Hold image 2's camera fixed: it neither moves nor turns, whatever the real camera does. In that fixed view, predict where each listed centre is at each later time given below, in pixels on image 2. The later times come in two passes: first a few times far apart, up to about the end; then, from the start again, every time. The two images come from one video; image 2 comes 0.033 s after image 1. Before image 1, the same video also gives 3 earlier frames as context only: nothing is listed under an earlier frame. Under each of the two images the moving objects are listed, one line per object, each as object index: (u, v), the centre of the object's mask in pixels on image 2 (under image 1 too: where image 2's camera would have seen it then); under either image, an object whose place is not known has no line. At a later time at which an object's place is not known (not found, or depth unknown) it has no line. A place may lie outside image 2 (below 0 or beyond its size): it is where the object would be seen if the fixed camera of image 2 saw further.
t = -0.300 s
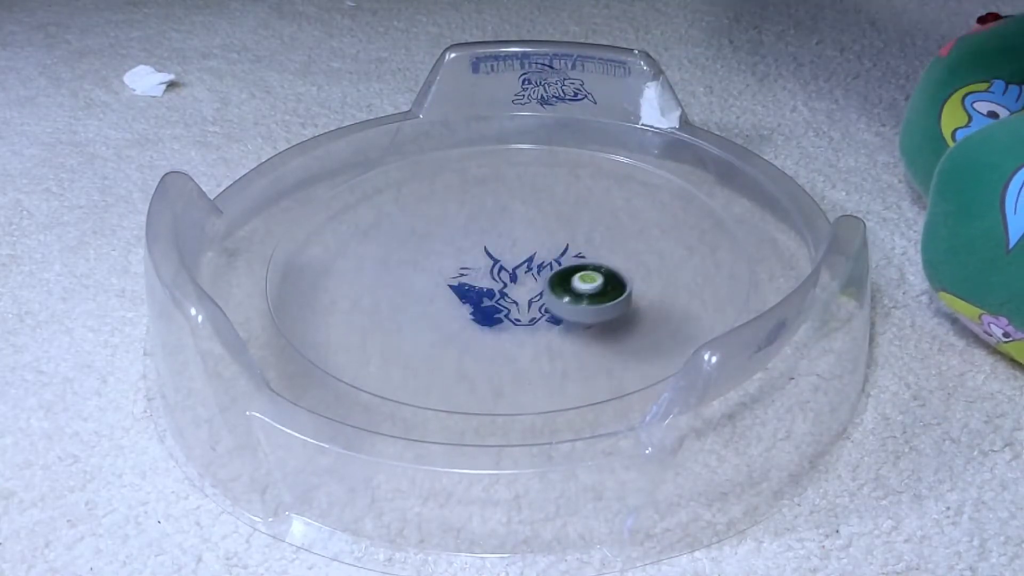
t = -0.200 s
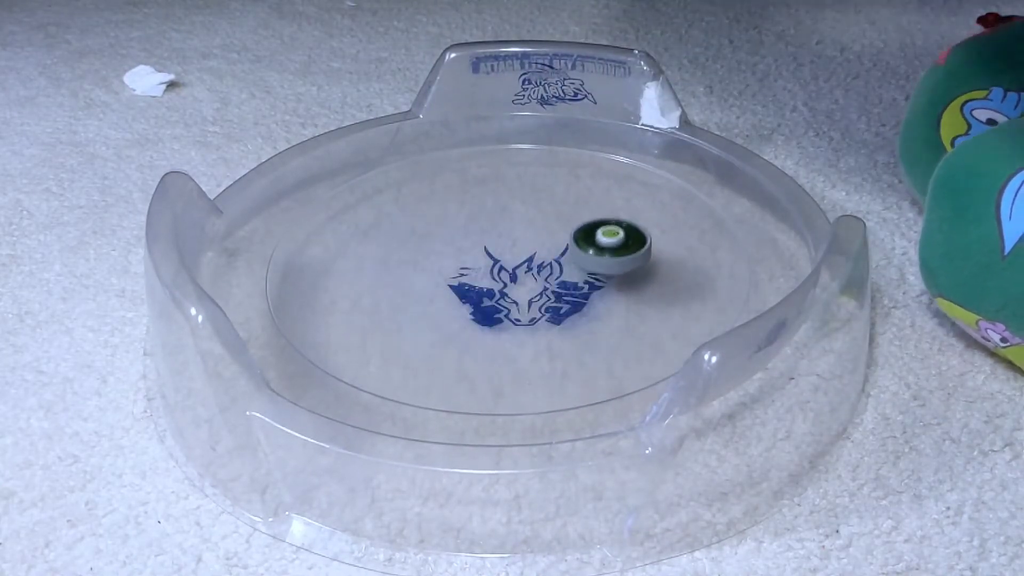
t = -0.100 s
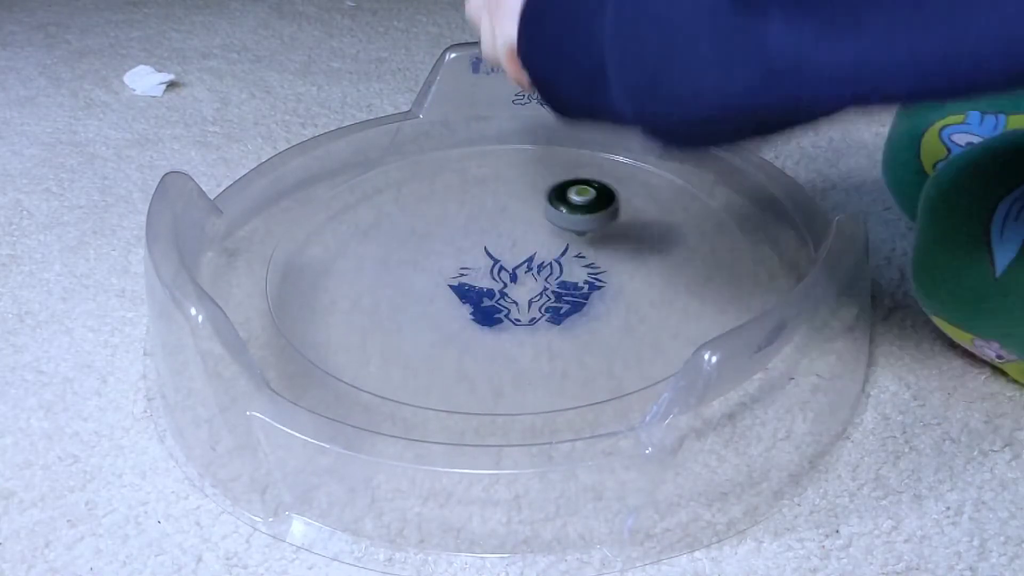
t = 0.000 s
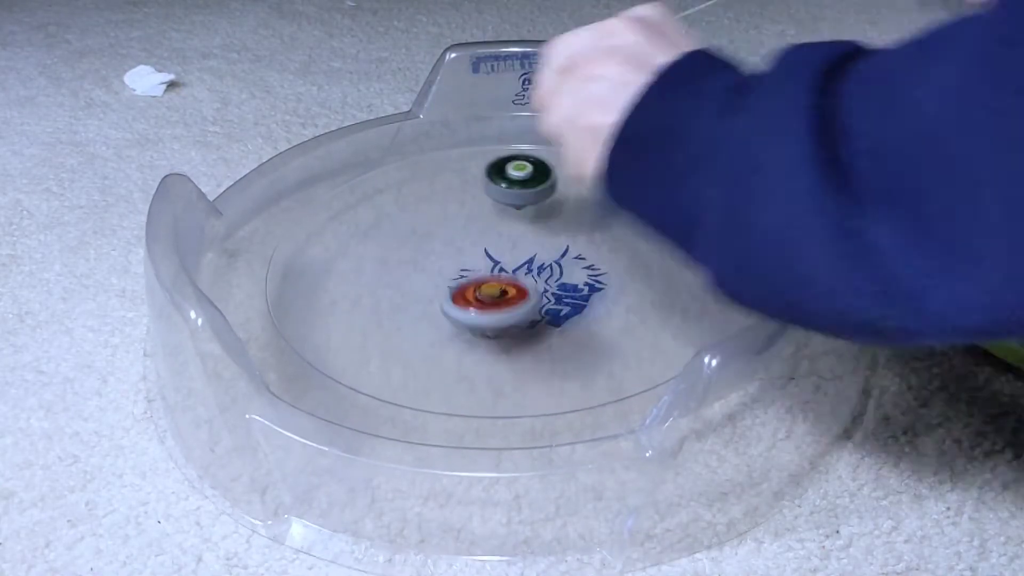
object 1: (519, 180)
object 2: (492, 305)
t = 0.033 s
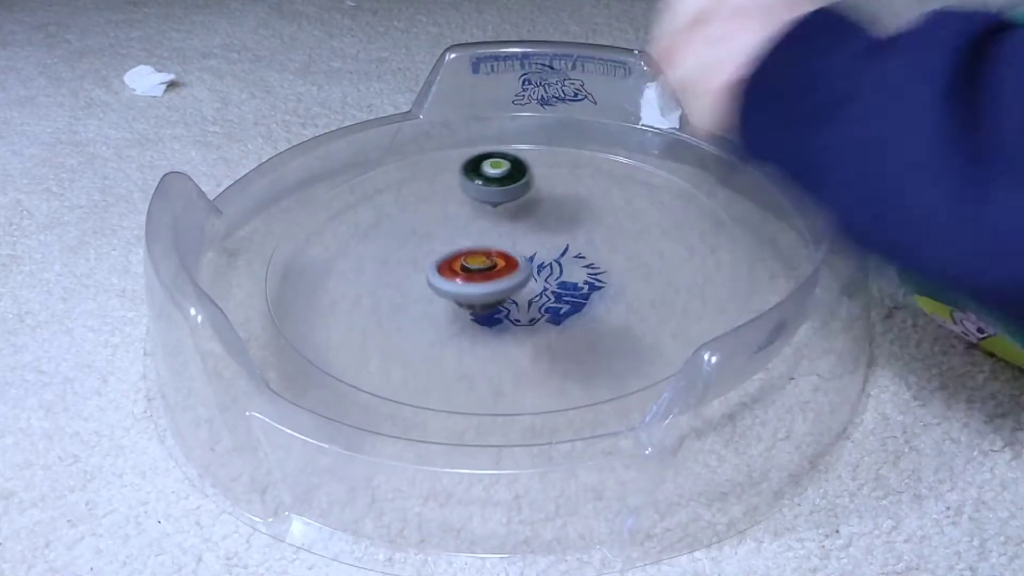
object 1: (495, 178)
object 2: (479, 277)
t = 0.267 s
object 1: (373, 234)
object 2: (457, 341)
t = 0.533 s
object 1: (448, 302)
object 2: (636, 298)
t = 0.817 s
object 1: (483, 282)
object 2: (629, 129)
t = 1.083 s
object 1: (436, 320)
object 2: (376, 127)
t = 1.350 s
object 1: (574, 280)
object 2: (263, 211)
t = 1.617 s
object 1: (477, 213)
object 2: (426, 326)
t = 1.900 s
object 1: (405, 275)
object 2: (632, 247)
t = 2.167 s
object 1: (547, 270)
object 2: (526, 168)
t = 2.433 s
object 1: (504, 198)
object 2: (425, 222)
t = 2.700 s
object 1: (434, 245)
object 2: (513, 283)
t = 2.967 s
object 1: (429, 280)
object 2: (744, 203)
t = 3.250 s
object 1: (545, 287)
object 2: (726, 139)
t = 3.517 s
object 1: (519, 227)
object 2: (617, 157)
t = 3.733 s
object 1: (434, 249)
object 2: (516, 214)
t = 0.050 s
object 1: (484, 178)
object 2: (473, 269)
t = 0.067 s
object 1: (473, 178)
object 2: (468, 267)
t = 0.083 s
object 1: (462, 179)
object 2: (463, 269)
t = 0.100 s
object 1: (451, 181)
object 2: (458, 275)
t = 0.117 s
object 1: (439, 183)
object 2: (453, 287)
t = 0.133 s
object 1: (429, 186)
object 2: (449, 304)
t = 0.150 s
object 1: (418, 191)
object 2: (445, 325)
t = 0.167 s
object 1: (409, 195)
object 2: (442, 348)
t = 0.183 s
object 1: (399, 201)
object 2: (443, 340)
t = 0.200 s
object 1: (392, 206)
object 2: (444, 336)
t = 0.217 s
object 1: (385, 213)
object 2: (446, 337)
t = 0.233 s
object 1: (379, 219)
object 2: (449, 342)
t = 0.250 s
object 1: (375, 227)
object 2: (452, 341)
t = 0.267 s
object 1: (373, 234)
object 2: (457, 341)
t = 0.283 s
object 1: (371, 242)
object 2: (462, 340)
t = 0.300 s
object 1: (371, 249)
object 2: (470, 339)
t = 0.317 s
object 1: (373, 256)
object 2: (477, 337)
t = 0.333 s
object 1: (377, 264)
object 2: (485, 336)
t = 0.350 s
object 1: (381, 271)
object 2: (493, 334)
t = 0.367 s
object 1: (388, 278)
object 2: (502, 332)
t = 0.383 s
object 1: (397, 285)
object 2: (509, 330)
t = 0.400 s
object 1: (407, 292)
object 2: (516, 328)
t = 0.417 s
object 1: (418, 297)
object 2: (523, 325)
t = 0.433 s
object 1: (431, 302)
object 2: (528, 322)
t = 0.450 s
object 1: (437, 304)
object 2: (542, 320)
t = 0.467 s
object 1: (435, 303)
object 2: (566, 317)
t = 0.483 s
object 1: (435, 302)
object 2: (587, 314)
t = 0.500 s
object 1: (437, 302)
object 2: (605, 309)
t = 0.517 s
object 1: (442, 302)
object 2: (622, 304)
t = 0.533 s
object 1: (448, 302)
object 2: (636, 298)
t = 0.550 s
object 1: (456, 302)
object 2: (647, 291)
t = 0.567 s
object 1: (465, 302)
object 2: (656, 284)
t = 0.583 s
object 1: (478, 302)
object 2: (660, 279)
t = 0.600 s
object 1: (489, 302)
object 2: (663, 271)
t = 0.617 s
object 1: (500, 300)
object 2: (664, 264)
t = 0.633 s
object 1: (510, 297)
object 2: (663, 257)
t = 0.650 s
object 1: (521, 294)
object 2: (659, 251)
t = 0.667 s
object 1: (530, 290)
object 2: (653, 244)
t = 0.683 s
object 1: (539, 284)
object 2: (646, 237)
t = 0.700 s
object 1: (545, 279)
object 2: (637, 232)
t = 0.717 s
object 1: (550, 274)
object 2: (627, 227)
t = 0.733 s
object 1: (555, 268)
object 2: (616, 222)
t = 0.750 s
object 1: (558, 261)
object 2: (605, 217)
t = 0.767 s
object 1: (542, 264)
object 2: (608, 196)
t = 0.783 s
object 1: (522, 266)
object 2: (616, 174)
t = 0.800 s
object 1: (502, 273)
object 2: (624, 151)
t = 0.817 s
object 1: (483, 282)
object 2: (629, 129)
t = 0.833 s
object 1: (466, 281)
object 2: (622, 111)
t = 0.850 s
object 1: (450, 284)
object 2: (600, 103)
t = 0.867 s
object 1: (435, 287)
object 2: (580, 98)
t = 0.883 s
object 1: (423, 289)
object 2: (561, 97)
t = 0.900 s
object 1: (412, 291)
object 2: (542, 99)
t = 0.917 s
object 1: (404, 293)
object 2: (525, 107)
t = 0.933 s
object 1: (399, 295)
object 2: (507, 113)
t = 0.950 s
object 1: (396, 297)
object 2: (491, 108)
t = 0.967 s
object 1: (396, 298)
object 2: (475, 107)
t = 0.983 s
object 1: (396, 301)
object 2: (460, 111)
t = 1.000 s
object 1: (399, 304)
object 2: (445, 116)
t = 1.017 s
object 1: (404, 307)
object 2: (432, 116)
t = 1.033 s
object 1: (411, 310)
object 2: (418, 119)
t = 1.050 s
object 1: (418, 314)
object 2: (404, 121)
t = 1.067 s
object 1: (426, 318)
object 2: (390, 125)
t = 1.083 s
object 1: (436, 320)
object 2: (376, 127)
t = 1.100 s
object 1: (446, 323)
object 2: (363, 131)
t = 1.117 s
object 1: (458, 325)
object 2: (352, 134)
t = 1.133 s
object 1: (469, 327)
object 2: (340, 137)
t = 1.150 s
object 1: (481, 327)
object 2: (329, 142)
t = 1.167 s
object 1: (493, 326)
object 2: (318, 146)
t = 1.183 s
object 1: (505, 325)
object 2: (309, 150)
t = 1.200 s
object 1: (516, 323)
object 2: (300, 155)
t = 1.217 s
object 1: (525, 320)
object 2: (292, 159)
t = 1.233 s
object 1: (534, 317)
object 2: (285, 164)
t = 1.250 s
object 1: (543, 313)
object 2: (278, 170)
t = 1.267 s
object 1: (551, 309)
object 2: (272, 176)
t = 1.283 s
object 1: (558, 304)
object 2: (267, 181)
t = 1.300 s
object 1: (563, 299)
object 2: (262, 187)
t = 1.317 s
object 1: (568, 293)
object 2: (259, 194)
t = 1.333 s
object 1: (571, 286)
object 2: (260, 201)
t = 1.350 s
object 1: (574, 280)
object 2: (263, 211)
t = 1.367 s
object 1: (575, 274)
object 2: (266, 218)
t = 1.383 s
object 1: (575, 268)
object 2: (271, 228)
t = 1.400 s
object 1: (572, 263)
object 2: (277, 239)
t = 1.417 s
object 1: (570, 257)
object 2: (284, 248)
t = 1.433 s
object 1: (566, 251)
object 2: (291, 257)
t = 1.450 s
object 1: (562, 246)
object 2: (299, 266)
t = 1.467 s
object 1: (556, 241)
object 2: (307, 273)
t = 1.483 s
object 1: (549, 236)
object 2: (316, 281)
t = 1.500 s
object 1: (541, 232)
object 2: (326, 288)
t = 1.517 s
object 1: (534, 228)
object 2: (337, 295)
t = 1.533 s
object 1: (526, 224)
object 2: (349, 302)
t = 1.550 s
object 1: (516, 221)
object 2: (362, 309)
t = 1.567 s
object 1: (506, 218)
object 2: (377, 315)
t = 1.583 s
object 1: (497, 216)
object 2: (392, 320)
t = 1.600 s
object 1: (487, 214)
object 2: (408, 324)
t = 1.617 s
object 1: (477, 213)
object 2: (426, 326)
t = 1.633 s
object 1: (467, 213)
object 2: (444, 329)
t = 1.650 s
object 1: (457, 214)
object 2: (461, 330)
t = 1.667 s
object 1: (447, 214)
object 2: (478, 330)
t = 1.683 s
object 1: (439, 216)
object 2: (497, 328)
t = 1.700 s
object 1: (430, 219)
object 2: (514, 326)
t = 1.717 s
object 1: (422, 222)
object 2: (529, 322)
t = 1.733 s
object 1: (415, 225)
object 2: (546, 318)
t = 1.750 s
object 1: (409, 229)
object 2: (561, 314)
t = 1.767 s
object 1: (404, 233)
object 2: (576, 309)
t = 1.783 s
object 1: (400, 238)
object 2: (588, 302)
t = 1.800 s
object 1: (397, 243)
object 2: (599, 295)
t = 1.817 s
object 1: (395, 248)
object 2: (608, 288)
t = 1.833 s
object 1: (394, 253)
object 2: (616, 279)
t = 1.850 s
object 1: (395, 259)
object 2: (623, 271)
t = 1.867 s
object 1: (397, 264)
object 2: (628, 263)
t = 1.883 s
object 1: (400, 270)
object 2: (631, 255)
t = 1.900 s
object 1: (405, 275)
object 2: (632, 247)
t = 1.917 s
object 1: (410, 280)
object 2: (632, 239)
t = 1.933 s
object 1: (418, 284)
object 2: (631, 231)
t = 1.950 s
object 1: (426, 288)
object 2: (629, 224)
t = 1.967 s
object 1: (435, 291)
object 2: (625, 217)
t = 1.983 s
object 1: (445, 293)
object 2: (621, 210)
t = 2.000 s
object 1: (455, 294)
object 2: (616, 204)
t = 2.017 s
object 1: (466, 295)
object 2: (609, 197)
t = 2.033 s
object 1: (477, 295)
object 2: (602, 191)
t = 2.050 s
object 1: (488, 294)
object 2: (594, 186)
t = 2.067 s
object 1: (498, 292)
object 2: (585, 181)
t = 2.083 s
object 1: (508, 290)
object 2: (576, 178)
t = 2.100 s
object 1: (518, 286)
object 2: (566, 174)
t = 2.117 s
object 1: (527, 283)
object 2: (557, 172)
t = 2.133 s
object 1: (535, 279)
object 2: (546, 170)
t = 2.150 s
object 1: (541, 275)
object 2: (536, 169)
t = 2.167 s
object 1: (547, 270)
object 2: (526, 168)
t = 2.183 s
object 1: (552, 264)
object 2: (516, 168)
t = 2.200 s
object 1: (556, 259)
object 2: (506, 168)
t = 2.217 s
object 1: (559, 253)
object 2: (497, 169)
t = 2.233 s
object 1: (560, 248)
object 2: (488, 171)
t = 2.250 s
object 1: (560, 242)
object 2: (479, 173)
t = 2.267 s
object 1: (559, 237)
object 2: (471, 176)
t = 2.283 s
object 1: (557, 232)
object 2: (464, 179)
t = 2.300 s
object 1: (554, 227)
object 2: (457, 182)
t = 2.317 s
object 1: (551, 222)
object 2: (452, 186)
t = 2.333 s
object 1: (545, 217)
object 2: (446, 190)
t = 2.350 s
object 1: (540, 213)
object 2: (441, 195)
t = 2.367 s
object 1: (534, 209)
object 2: (437, 200)
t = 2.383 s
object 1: (527, 206)
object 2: (433, 205)
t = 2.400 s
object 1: (520, 203)
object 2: (430, 210)
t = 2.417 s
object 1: (511, 200)
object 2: (427, 216)
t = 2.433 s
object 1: (504, 198)
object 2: (425, 222)
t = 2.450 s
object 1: (496, 196)
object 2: (425, 227)
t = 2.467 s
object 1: (488, 195)
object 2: (425, 233)
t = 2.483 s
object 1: (480, 195)
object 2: (426, 239)
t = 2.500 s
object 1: (472, 195)
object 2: (429, 245)
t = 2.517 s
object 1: (464, 196)
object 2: (432, 251)
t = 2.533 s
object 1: (456, 198)
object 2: (437, 255)
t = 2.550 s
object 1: (451, 201)
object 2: (441, 260)
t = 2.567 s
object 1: (446, 204)
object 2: (447, 264)
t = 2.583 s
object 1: (442, 208)
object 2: (454, 267)
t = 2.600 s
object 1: (438, 212)
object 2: (462, 271)
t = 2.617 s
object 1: (435, 217)
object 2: (469, 274)
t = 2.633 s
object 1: (433, 222)
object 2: (476, 277)
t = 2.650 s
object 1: (432, 227)
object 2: (485, 279)
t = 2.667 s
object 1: (432, 233)
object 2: (494, 281)
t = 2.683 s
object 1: (432, 239)
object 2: (503, 283)
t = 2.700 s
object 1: (434, 245)
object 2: (513, 283)
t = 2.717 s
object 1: (437, 250)
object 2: (523, 283)
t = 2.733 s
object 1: (442, 255)
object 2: (532, 283)
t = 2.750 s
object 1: (448, 260)
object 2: (542, 282)
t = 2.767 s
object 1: (454, 264)
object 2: (551, 280)
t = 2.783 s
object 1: (462, 268)
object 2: (559, 278)
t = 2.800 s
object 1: (470, 271)
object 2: (567, 275)
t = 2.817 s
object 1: (478, 274)
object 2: (573, 272)
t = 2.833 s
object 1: (487, 276)
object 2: (580, 269)
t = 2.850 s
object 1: (482, 277)
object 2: (600, 265)
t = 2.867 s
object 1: (468, 277)
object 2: (630, 256)
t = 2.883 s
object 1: (456, 278)
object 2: (659, 248)
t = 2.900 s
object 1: (446, 278)
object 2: (681, 239)
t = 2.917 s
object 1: (439, 278)
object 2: (702, 230)
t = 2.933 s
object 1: (434, 278)
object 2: (721, 221)
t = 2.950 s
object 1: (431, 279)
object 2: (735, 214)
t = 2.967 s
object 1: (429, 280)
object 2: (744, 203)
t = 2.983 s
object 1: (429, 282)
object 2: (749, 194)
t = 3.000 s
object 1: (431, 284)
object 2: (754, 188)
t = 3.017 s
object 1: (434, 287)
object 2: (758, 187)
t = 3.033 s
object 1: (438, 290)
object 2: (760, 181)
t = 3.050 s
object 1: (445, 293)
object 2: (761, 176)
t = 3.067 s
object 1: (452, 296)
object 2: (761, 172)
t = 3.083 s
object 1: (461, 299)
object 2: (761, 166)
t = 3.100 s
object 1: (469, 301)
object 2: (760, 163)
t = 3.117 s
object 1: (478, 302)
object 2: (760, 158)
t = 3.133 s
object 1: (487, 303)
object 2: (757, 154)
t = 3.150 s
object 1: (496, 302)
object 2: (755, 151)
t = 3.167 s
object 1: (505, 301)
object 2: (751, 148)
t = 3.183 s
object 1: (513, 300)
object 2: (746, 146)
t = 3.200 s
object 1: (522, 298)
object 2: (740, 144)
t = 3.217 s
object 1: (530, 295)
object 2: (736, 142)
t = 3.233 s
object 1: (538, 292)
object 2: (730, 140)
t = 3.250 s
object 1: (545, 287)
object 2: (726, 139)
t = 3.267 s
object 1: (551, 283)
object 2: (721, 138)
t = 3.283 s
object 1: (556, 278)
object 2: (715, 137)
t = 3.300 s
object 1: (560, 273)
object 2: (710, 136)
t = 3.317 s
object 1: (562, 269)
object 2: (704, 136)
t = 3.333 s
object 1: (563, 264)
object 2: (698, 136)
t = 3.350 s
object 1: (563, 259)
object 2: (692, 137)
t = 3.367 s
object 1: (562, 254)
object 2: (685, 137)
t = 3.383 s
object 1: (561, 249)
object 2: (678, 138)
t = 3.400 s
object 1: (558, 244)
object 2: (672, 139)
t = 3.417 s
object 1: (555, 241)
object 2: (665, 140)
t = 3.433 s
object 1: (550, 238)
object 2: (658, 141)
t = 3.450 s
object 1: (544, 235)
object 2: (649, 145)
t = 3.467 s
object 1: (538, 233)
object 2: (641, 148)
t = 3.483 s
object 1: (531, 230)
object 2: (634, 151)
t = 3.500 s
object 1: (526, 228)
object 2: (625, 154)
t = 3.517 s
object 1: (519, 227)
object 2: (617, 157)
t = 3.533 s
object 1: (512, 226)
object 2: (608, 160)
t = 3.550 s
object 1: (504, 225)
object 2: (600, 162)
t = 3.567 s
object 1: (495, 224)
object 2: (591, 166)
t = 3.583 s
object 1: (487, 224)
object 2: (583, 170)
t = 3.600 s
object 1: (478, 225)
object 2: (574, 174)
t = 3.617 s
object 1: (471, 226)
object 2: (566, 177)
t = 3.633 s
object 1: (463, 227)
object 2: (558, 181)
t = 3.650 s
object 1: (456, 229)
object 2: (549, 185)
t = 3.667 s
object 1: (450, 233)
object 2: (542, 191)
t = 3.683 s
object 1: (444, 237)
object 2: (535, 197)
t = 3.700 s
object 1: (439, 241)
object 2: (528, 202)
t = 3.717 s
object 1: (435, 244)
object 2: (522, 208)
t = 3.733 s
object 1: (434, 249)
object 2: (516, 214)
